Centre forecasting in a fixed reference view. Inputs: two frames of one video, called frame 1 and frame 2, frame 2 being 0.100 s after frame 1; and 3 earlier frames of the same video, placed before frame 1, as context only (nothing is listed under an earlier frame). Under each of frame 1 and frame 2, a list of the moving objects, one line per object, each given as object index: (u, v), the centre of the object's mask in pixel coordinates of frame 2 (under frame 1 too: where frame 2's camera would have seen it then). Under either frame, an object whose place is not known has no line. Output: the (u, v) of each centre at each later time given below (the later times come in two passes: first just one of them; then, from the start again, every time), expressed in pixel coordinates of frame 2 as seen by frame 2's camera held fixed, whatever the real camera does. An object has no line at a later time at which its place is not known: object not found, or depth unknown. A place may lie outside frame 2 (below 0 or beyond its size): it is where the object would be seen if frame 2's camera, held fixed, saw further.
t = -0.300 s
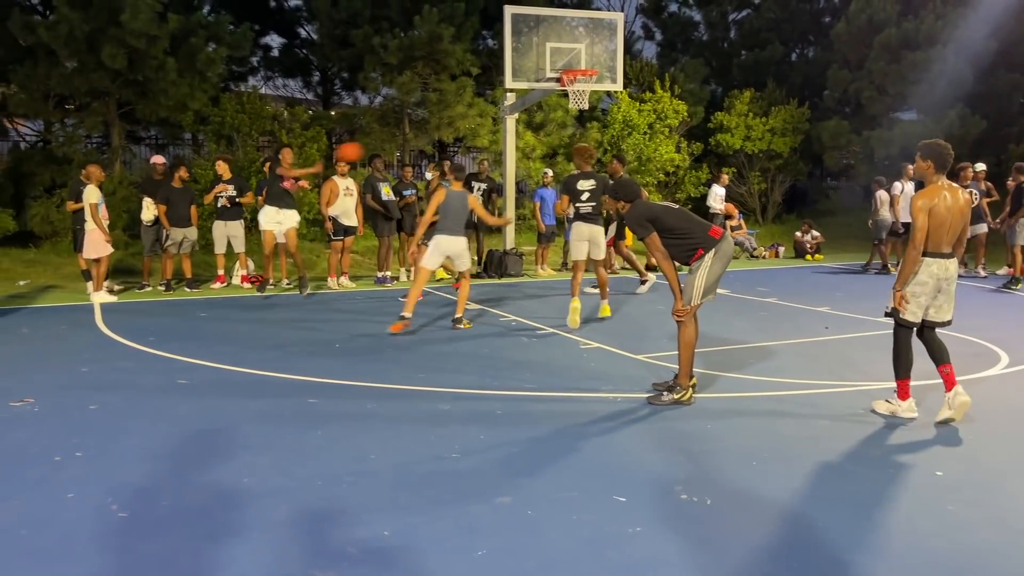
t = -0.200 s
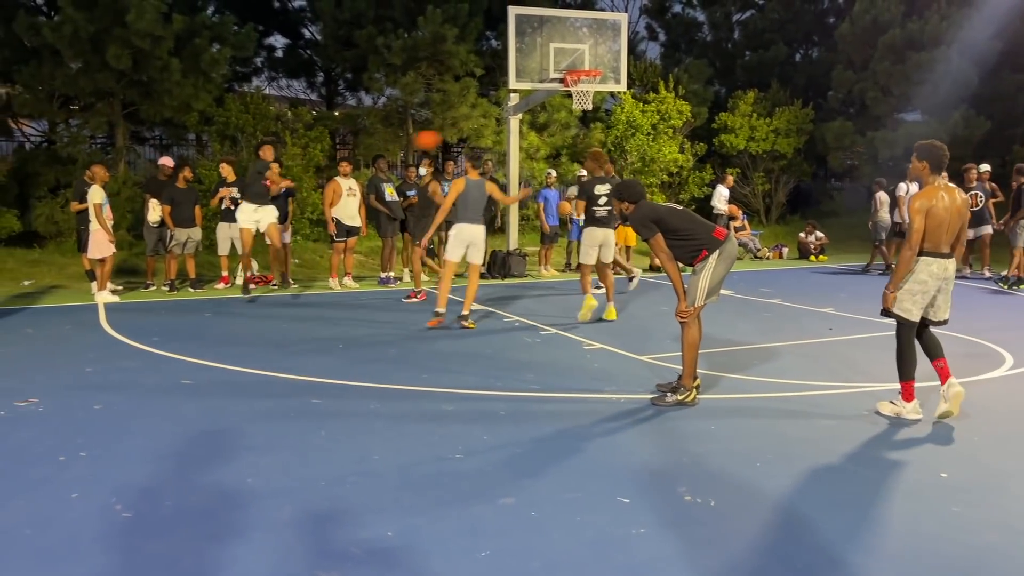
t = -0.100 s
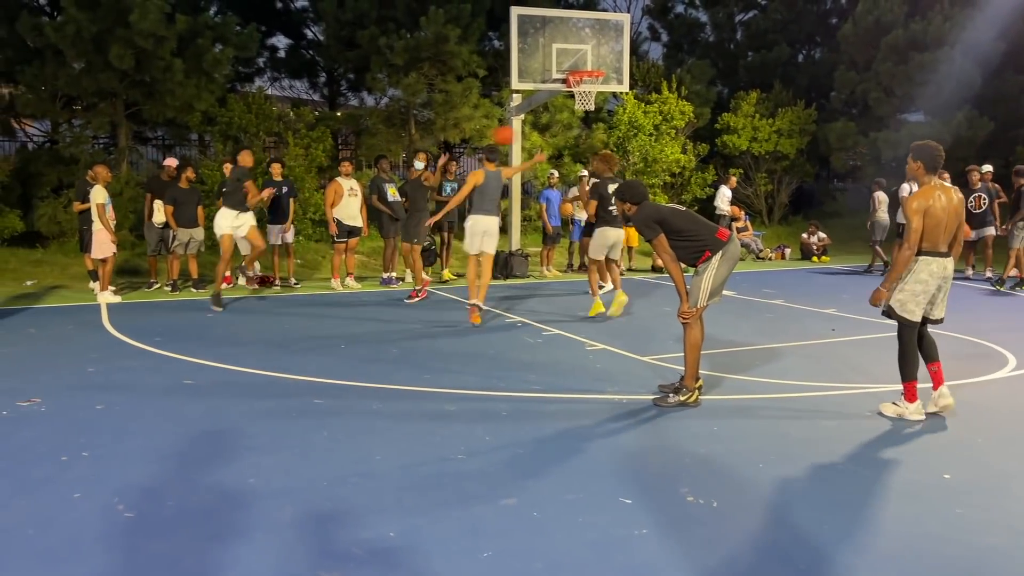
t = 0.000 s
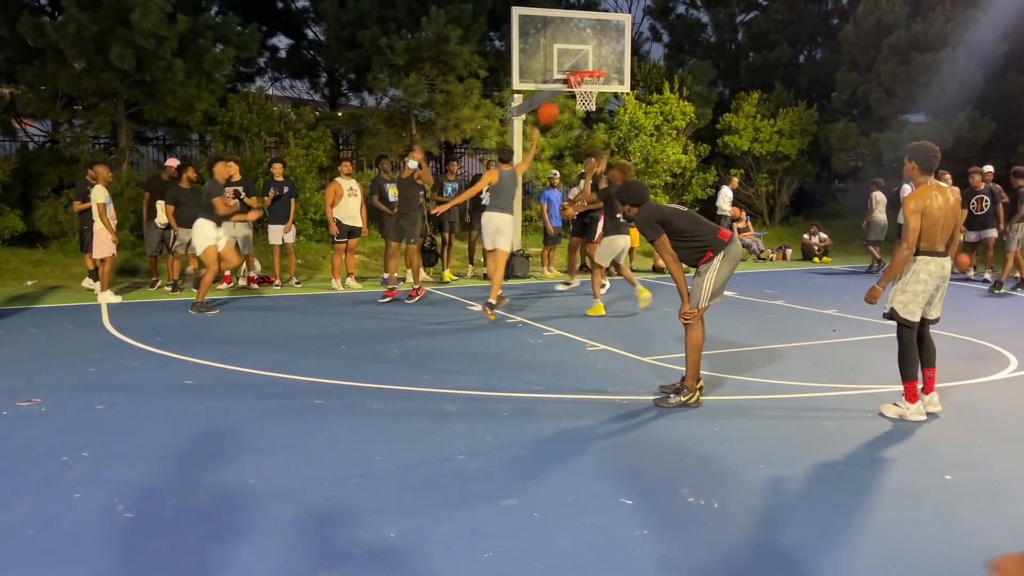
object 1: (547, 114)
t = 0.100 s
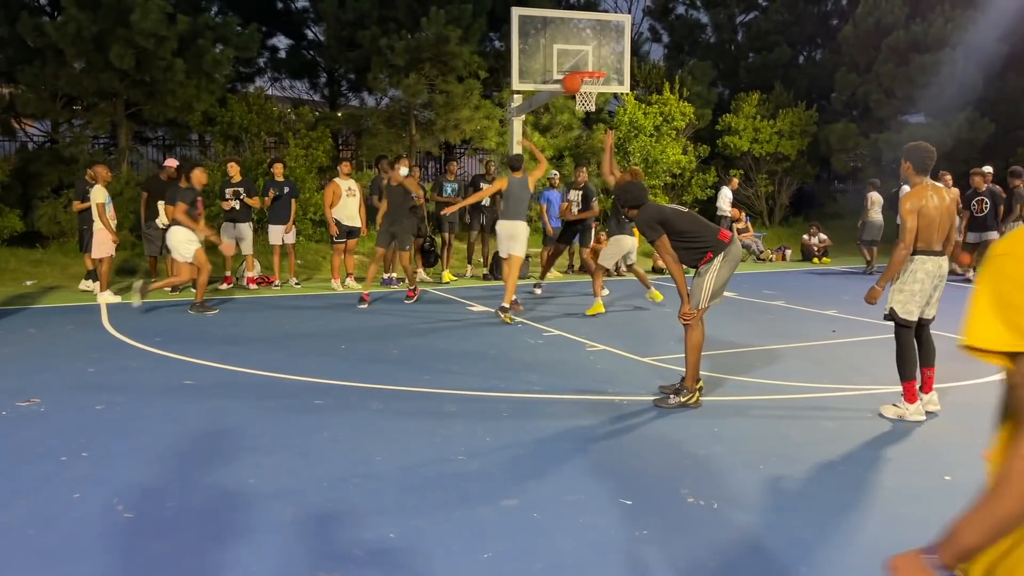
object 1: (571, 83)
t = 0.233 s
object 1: (603, 57)
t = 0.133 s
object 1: (580, 76)
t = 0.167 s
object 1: (587, 69)
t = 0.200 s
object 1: (595, 62)
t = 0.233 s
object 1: (603, 57)
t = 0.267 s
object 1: (610, 53)
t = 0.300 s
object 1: (618, 50)
